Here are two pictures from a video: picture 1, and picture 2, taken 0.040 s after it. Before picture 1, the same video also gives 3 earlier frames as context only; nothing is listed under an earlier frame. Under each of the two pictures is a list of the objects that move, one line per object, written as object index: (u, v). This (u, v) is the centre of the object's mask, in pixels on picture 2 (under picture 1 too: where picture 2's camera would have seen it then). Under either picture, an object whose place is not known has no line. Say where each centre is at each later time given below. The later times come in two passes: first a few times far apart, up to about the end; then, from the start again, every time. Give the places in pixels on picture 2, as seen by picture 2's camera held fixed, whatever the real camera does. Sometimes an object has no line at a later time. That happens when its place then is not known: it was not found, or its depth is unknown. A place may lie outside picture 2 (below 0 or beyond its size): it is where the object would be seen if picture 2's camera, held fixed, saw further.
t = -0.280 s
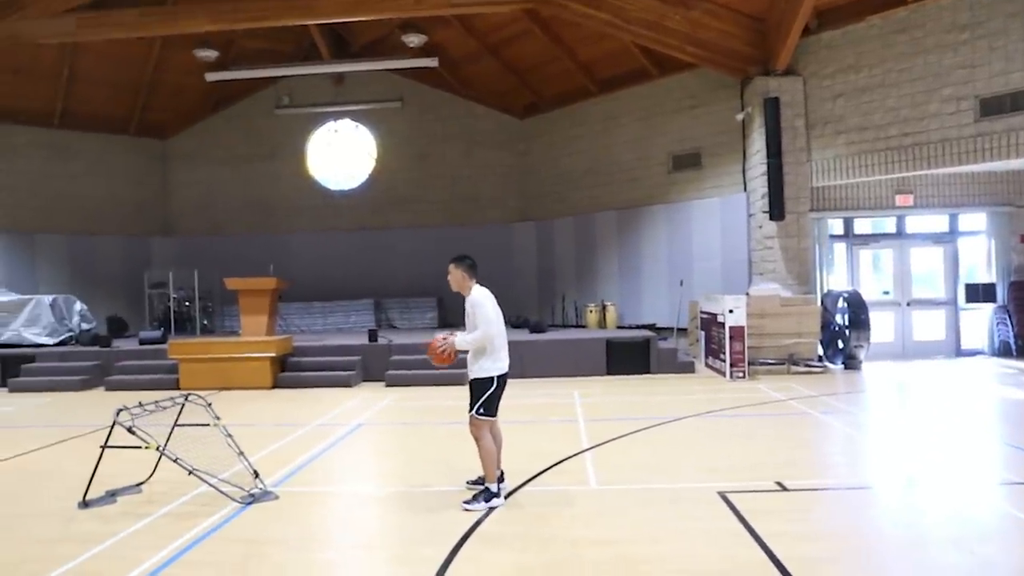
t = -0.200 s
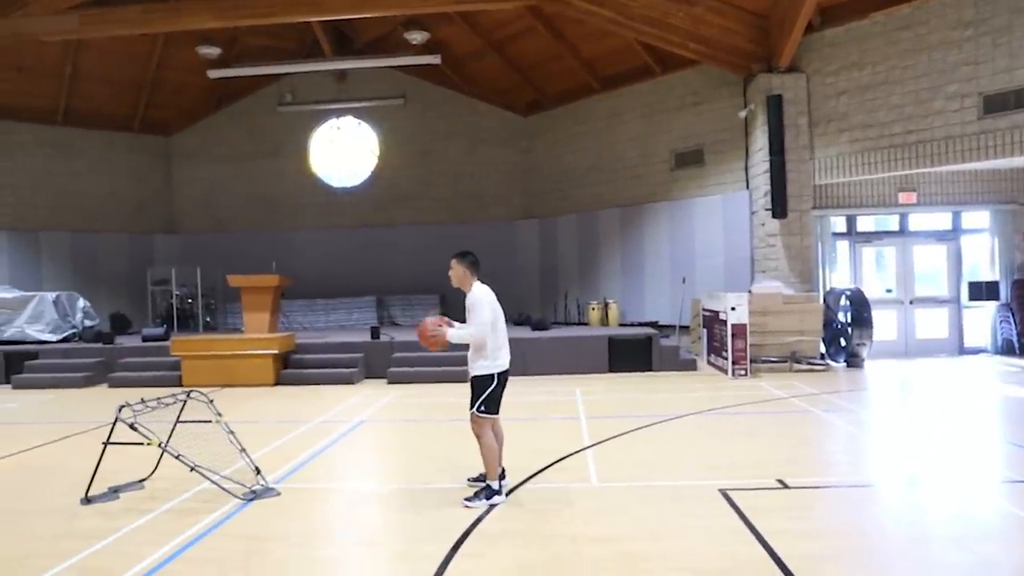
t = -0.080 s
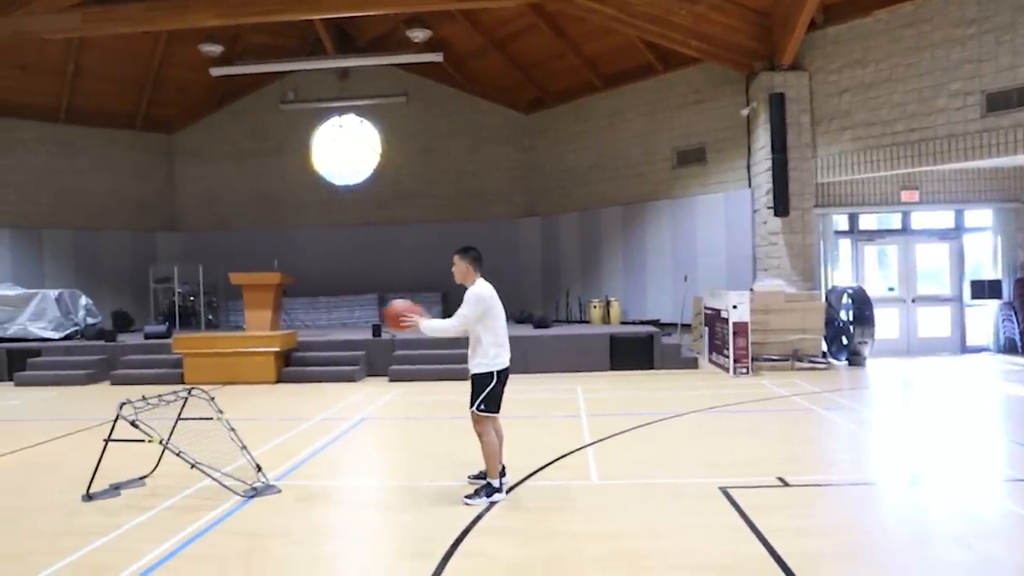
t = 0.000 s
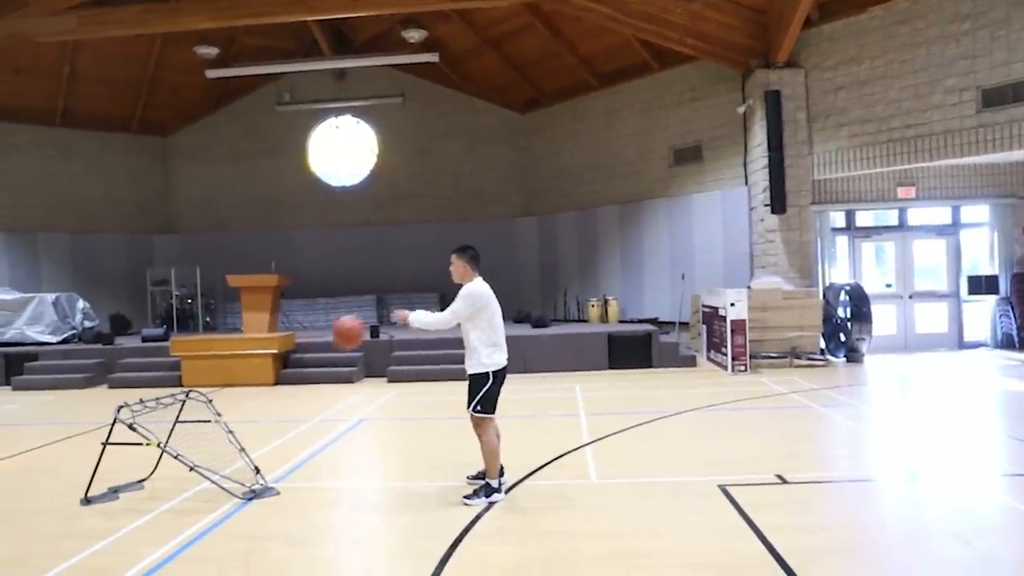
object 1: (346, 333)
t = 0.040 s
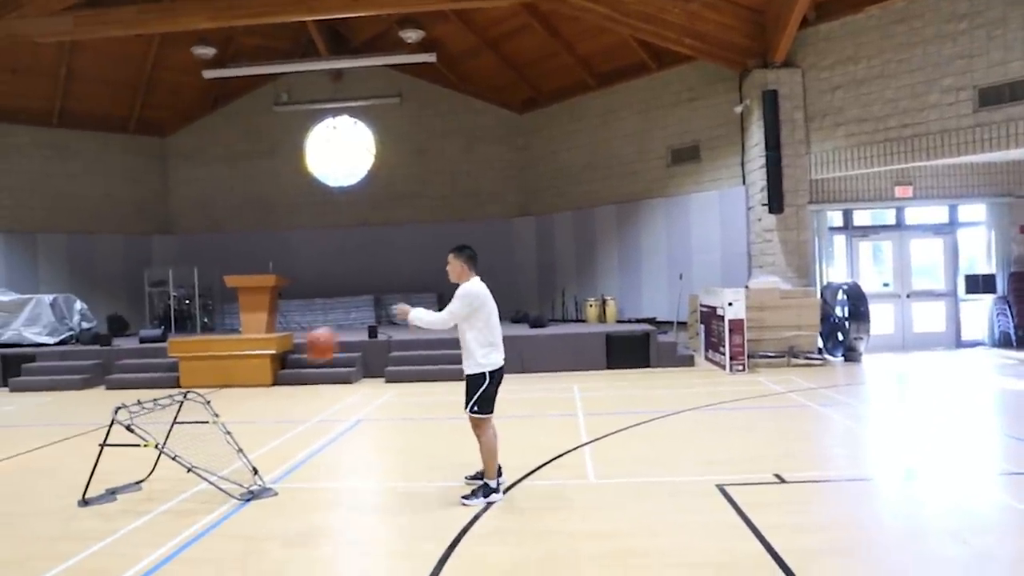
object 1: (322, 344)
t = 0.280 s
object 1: (194, 443)
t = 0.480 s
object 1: (269, 373)
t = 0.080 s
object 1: (296, 357)
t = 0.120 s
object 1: (274, 371)
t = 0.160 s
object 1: (250, 388)
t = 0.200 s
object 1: (225, 409)
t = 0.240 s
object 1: (204, 429)
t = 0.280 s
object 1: (194, 443)
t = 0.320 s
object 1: (205, 429)
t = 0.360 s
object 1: (221, 412)
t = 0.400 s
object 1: (237, 397)
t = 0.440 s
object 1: (253, 384)
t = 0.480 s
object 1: (269, 373)
